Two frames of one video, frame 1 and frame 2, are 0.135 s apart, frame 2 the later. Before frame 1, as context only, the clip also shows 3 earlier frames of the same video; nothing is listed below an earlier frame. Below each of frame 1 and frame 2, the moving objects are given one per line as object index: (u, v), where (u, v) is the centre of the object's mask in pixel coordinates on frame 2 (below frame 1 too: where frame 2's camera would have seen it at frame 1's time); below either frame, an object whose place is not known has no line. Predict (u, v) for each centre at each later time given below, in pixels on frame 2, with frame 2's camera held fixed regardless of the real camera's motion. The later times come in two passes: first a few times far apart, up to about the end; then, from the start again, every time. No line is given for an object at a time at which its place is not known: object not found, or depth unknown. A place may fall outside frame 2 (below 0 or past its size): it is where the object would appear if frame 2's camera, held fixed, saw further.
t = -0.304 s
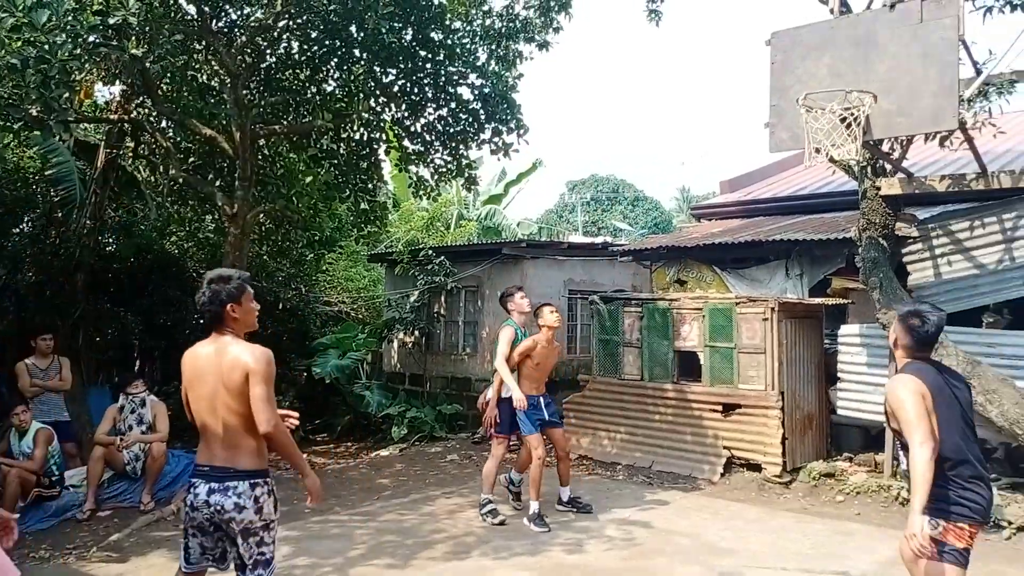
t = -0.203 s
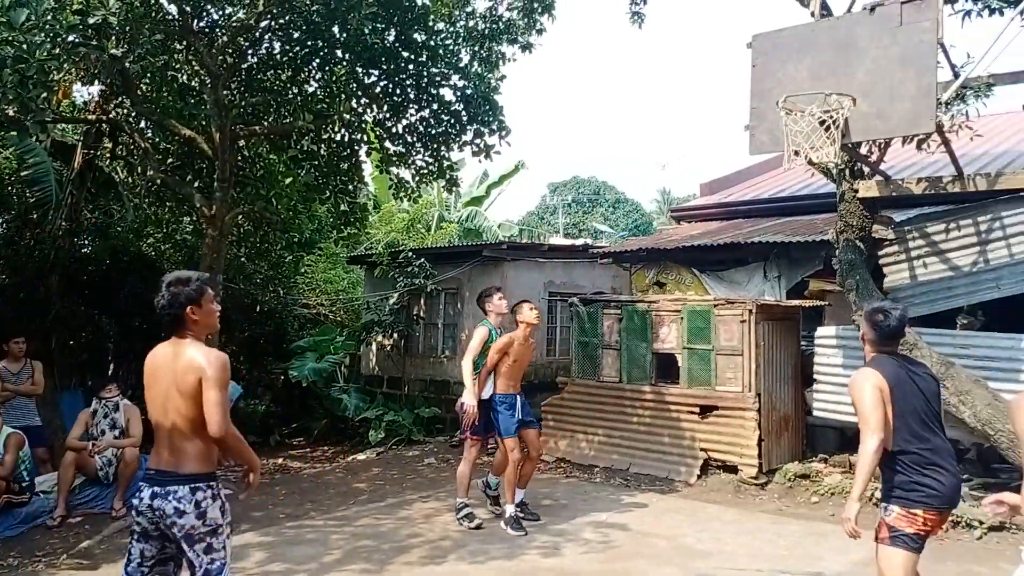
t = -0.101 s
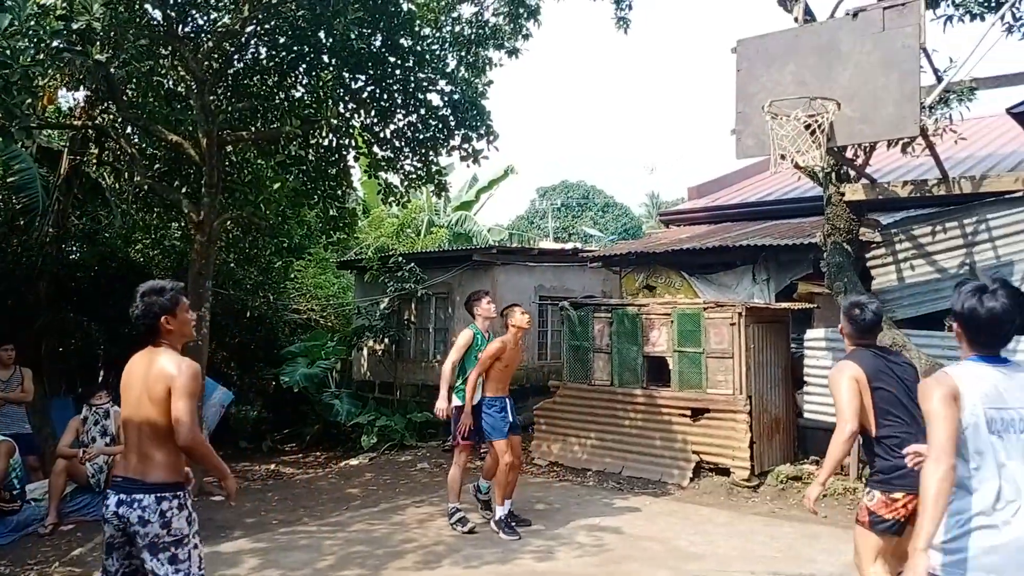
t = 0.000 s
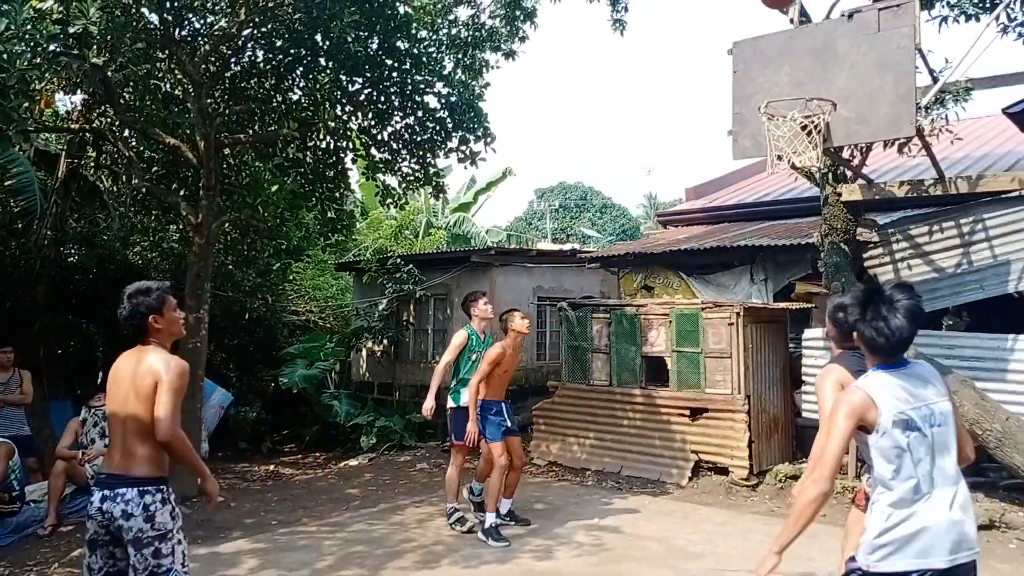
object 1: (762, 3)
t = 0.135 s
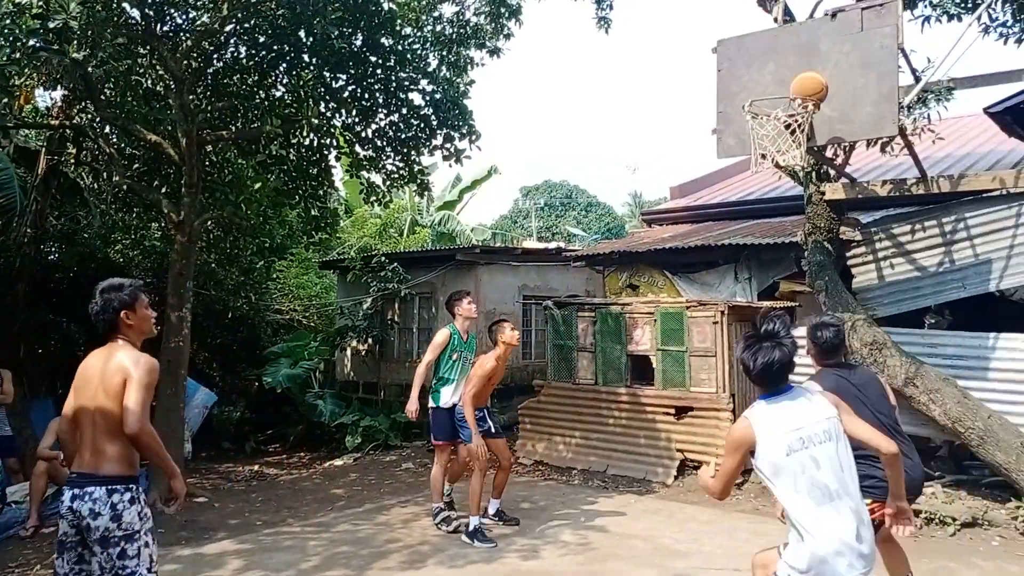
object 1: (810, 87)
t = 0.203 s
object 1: (794, 85)
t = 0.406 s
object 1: (741, 91)
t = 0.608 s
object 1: (684, 129)
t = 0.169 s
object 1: (802, 86)
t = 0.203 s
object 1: (794, 85)
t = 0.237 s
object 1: (786, 83)
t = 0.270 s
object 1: (777, 86)
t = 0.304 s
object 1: (769, 89)
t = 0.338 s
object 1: (762, 92)
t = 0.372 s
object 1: (752, 89)
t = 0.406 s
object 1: (741, 91)
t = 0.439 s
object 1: (732, 94)
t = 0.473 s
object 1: (723, 98)
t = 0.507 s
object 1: (714, 104)
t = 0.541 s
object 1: (704, 111)
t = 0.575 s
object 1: (694, 120)
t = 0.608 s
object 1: (684, 129)
